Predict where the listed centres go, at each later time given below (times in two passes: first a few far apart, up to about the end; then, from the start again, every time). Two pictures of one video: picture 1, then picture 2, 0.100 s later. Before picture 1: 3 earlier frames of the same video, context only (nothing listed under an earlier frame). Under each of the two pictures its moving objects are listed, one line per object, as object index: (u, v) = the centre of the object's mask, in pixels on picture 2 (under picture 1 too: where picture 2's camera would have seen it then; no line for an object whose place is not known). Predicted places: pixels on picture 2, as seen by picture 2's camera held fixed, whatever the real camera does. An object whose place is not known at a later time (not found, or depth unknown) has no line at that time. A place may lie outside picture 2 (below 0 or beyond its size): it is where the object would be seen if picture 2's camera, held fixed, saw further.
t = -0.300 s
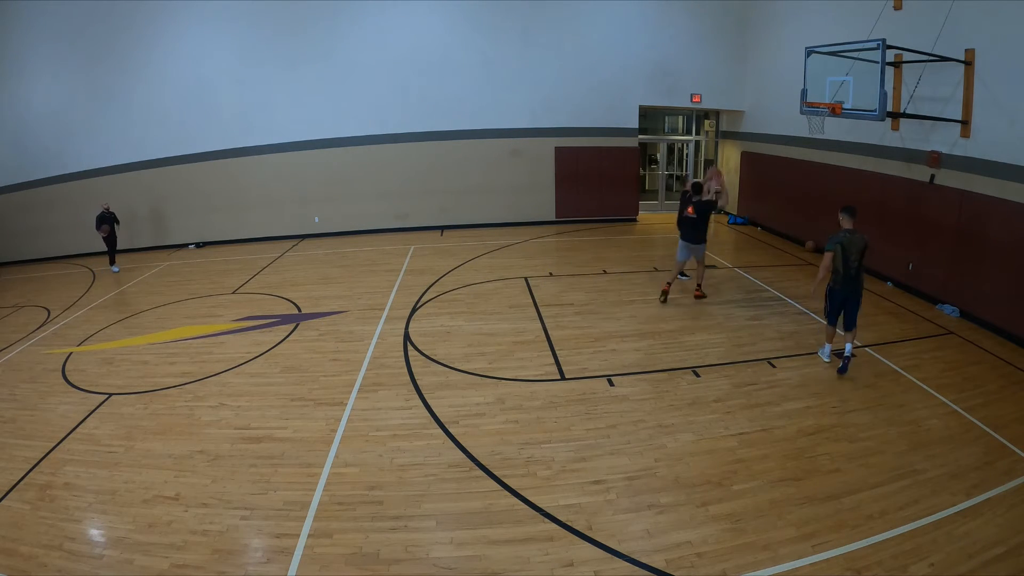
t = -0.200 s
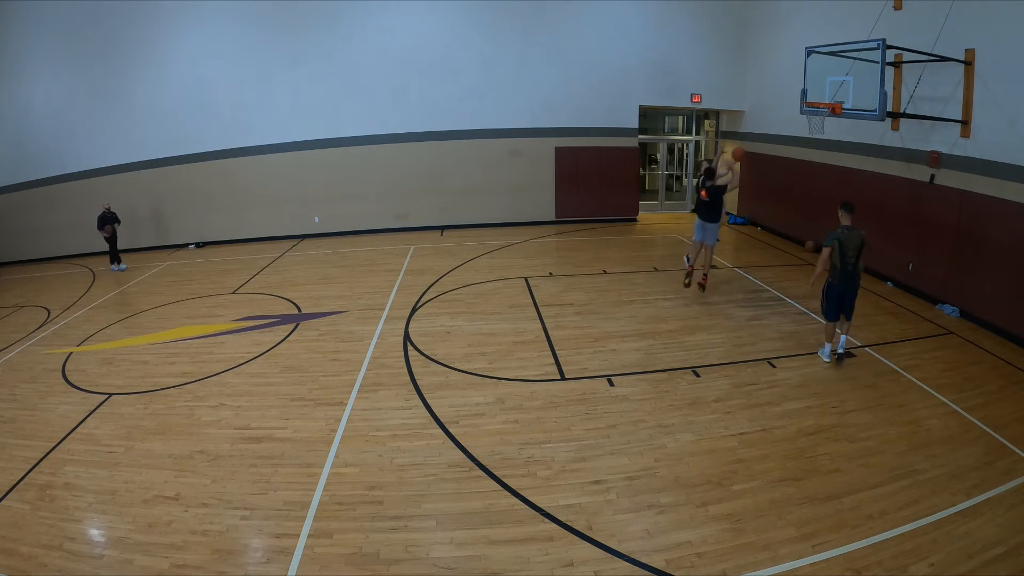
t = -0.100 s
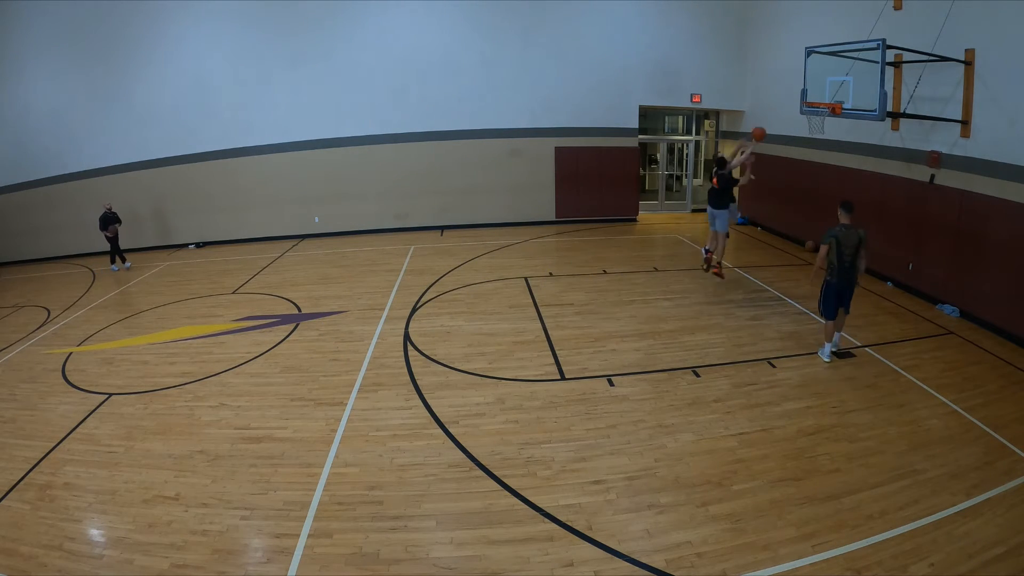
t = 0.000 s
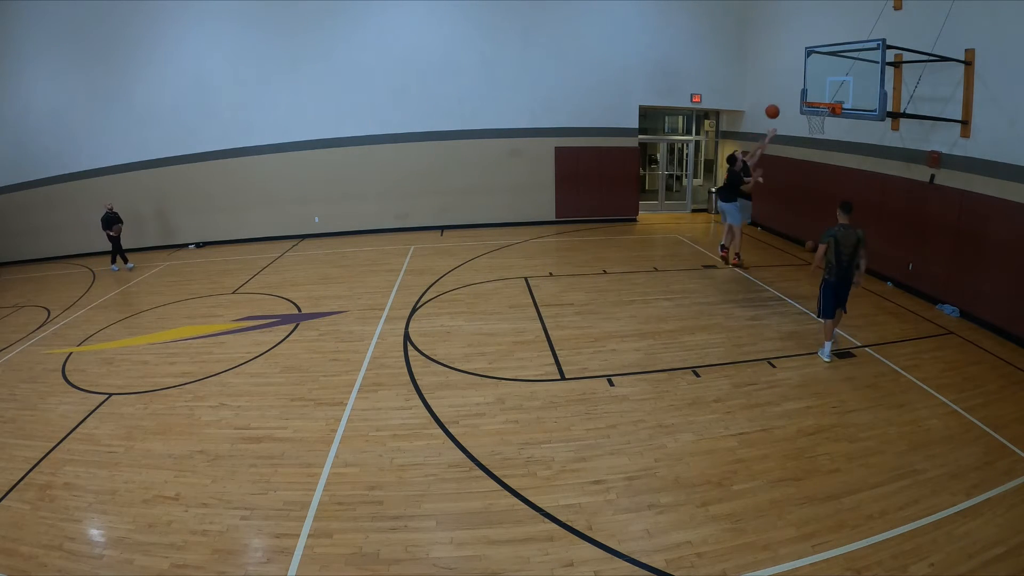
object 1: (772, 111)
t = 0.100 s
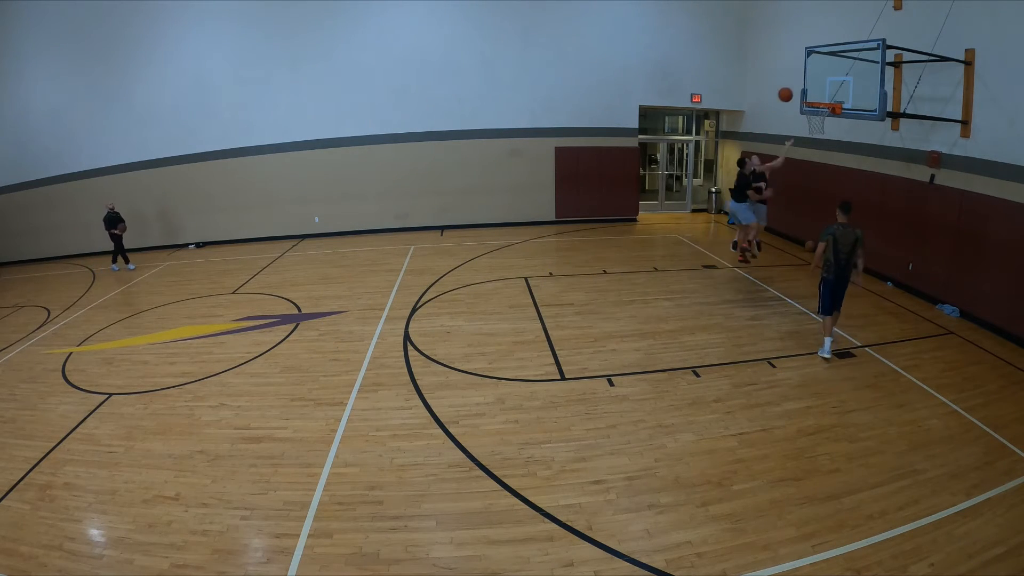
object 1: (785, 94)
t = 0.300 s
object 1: (811, 79)
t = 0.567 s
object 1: (821, 86)
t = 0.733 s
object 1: (818, 109)
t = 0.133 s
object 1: (790, 90)
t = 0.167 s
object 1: (794, 87)
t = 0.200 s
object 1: (798, 84)
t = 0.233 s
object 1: (803, 81)
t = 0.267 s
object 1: (807, 80)
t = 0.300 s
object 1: (811, 79)
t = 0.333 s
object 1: (816, 79)
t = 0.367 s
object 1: (820, 79)
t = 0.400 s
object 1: (822, 80)
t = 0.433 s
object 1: (822, 79)
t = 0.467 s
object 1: (822, 80)
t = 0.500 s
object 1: (822, 81)
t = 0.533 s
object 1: (821, 83)
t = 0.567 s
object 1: (821, 86)
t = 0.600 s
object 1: (821, 89)
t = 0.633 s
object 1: (821, 93)
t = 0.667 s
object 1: (820, 98)
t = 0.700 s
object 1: (819, 104)
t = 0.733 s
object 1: (818, 109)
